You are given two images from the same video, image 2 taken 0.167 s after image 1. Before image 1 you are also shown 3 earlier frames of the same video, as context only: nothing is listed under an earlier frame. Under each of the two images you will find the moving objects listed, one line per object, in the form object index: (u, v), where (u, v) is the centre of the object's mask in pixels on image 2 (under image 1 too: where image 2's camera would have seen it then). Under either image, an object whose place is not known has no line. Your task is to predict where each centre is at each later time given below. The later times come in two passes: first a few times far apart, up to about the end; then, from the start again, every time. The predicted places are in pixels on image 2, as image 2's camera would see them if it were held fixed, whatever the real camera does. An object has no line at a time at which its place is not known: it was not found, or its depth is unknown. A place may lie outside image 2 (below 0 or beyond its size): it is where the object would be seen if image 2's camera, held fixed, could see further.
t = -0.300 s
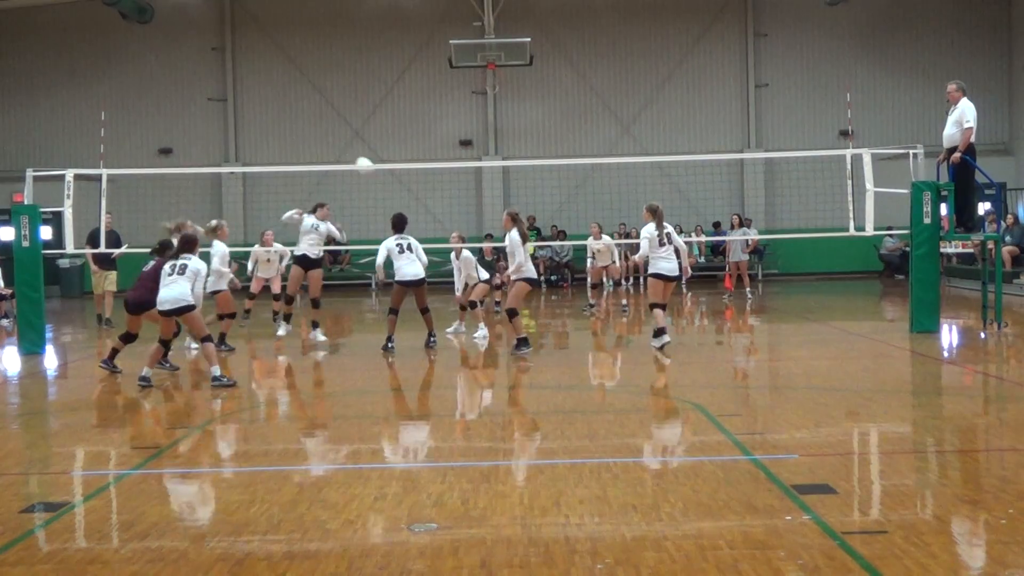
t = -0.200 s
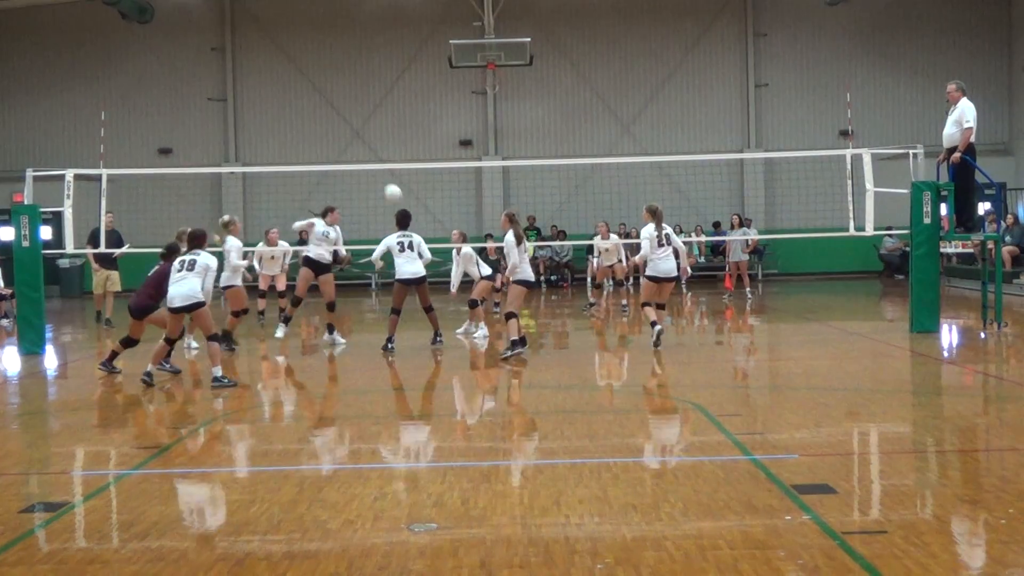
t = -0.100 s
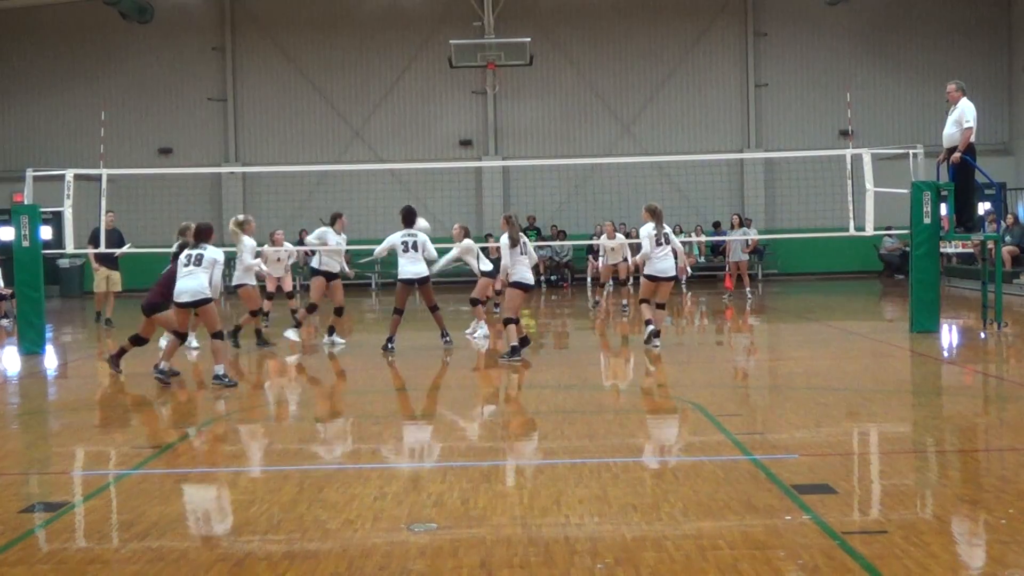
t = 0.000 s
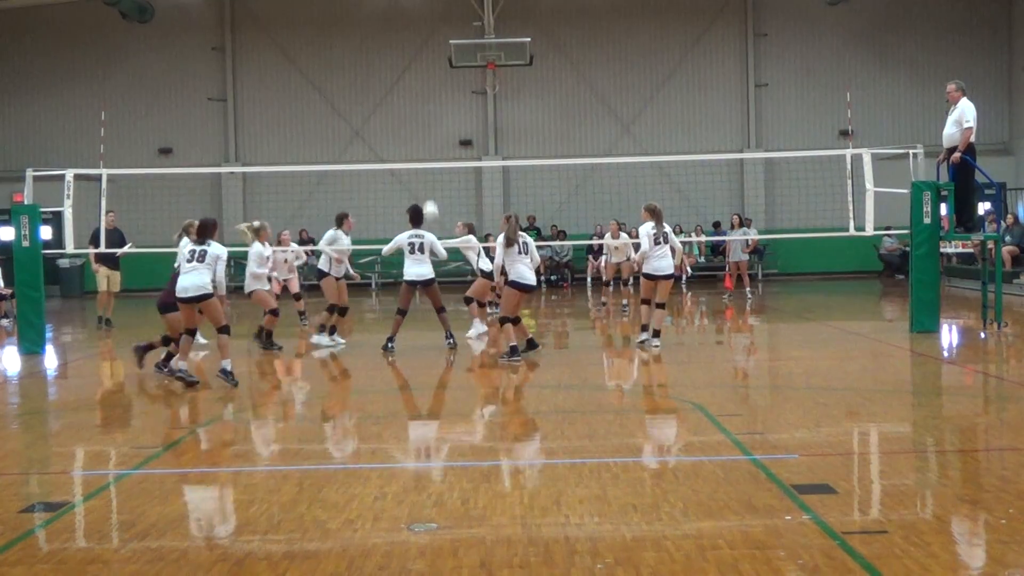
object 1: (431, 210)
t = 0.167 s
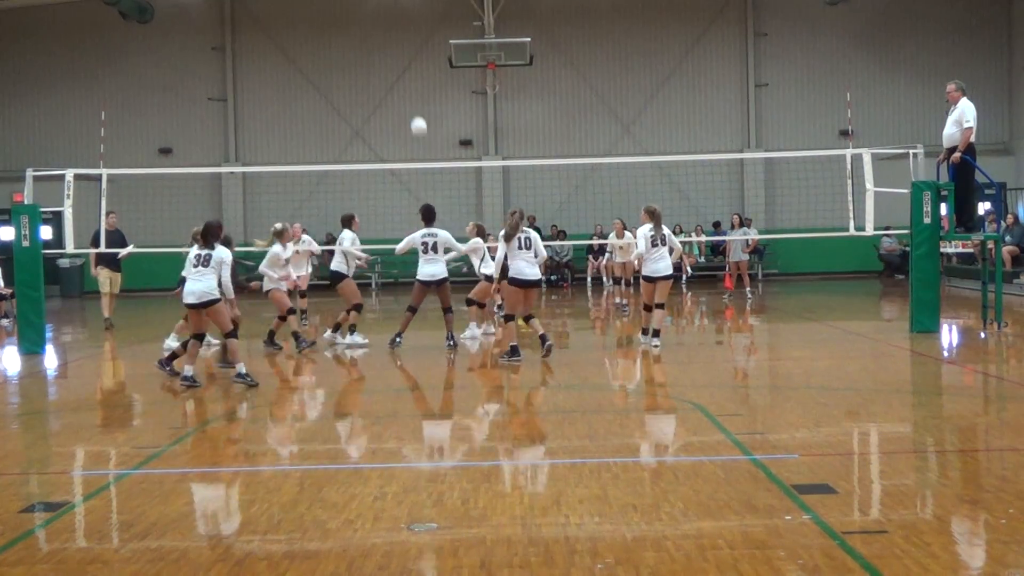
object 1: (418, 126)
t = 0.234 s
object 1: (414, 99)
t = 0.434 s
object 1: (400, 38)
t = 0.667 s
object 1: (385, 7)
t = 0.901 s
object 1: (372, 12)
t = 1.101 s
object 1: (362, 49)
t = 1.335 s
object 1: (352, 125)
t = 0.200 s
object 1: (416, 112)
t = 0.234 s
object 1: (414, 99)
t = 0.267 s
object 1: (411, 86)
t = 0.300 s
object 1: (409, 75)
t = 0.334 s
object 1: (407, 65)
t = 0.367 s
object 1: (404, 55)
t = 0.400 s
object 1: (402, 46)
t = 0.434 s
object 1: (400, 38)
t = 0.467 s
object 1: (398, 31)
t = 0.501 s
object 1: (395, 25)
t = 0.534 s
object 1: (393, 19)
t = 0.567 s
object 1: (391, 15)
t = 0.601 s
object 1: (389, 11)
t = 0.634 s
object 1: (387, 8)
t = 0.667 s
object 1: (385, 7)
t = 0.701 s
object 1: (383, 6)
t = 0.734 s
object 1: (381, 5)
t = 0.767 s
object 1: (379, 6)
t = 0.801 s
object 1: (377, 6)
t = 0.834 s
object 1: (375, 7)
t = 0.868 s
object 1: (373, 9)
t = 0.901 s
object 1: (372, 12)
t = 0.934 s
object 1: (370, 16)
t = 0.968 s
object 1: (368, 21)
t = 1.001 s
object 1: (367, 27)
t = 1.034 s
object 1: (365, 34)
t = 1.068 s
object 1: (363, 41)
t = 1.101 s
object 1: (362, 49)
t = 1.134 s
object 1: (360, 58)
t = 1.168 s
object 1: (359, 67)
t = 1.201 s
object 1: (358, 77)
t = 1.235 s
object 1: (356, 88)
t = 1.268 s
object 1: (355, 100)
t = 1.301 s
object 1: (353, 112)
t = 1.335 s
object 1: (352, 125)
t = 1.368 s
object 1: (350, 139)
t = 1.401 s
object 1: (349, 152)
